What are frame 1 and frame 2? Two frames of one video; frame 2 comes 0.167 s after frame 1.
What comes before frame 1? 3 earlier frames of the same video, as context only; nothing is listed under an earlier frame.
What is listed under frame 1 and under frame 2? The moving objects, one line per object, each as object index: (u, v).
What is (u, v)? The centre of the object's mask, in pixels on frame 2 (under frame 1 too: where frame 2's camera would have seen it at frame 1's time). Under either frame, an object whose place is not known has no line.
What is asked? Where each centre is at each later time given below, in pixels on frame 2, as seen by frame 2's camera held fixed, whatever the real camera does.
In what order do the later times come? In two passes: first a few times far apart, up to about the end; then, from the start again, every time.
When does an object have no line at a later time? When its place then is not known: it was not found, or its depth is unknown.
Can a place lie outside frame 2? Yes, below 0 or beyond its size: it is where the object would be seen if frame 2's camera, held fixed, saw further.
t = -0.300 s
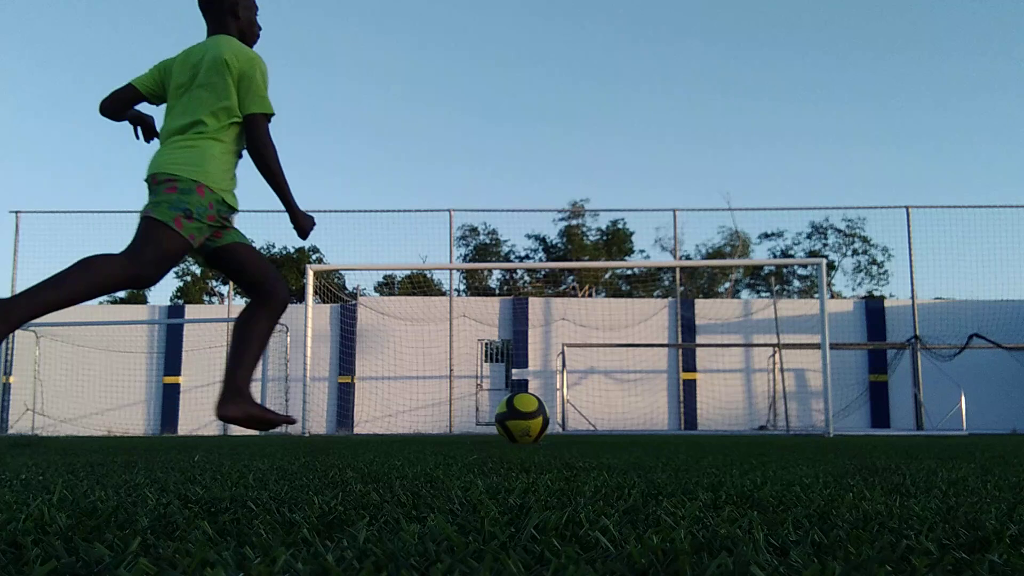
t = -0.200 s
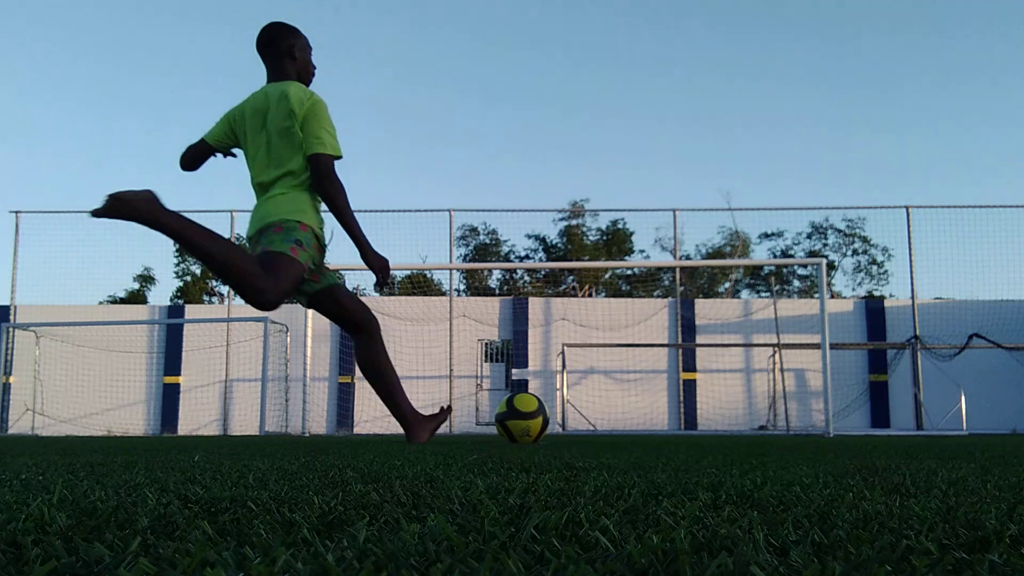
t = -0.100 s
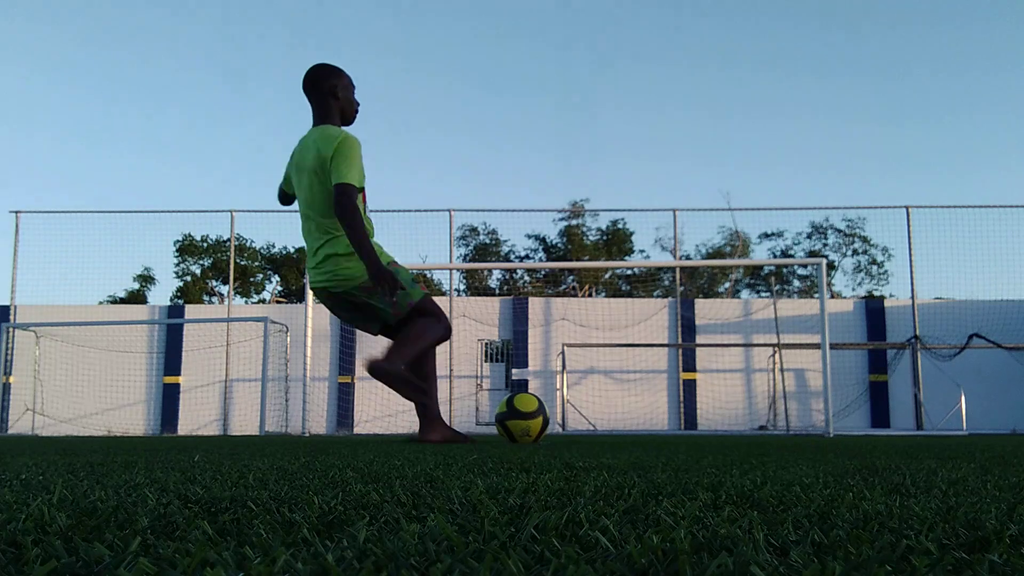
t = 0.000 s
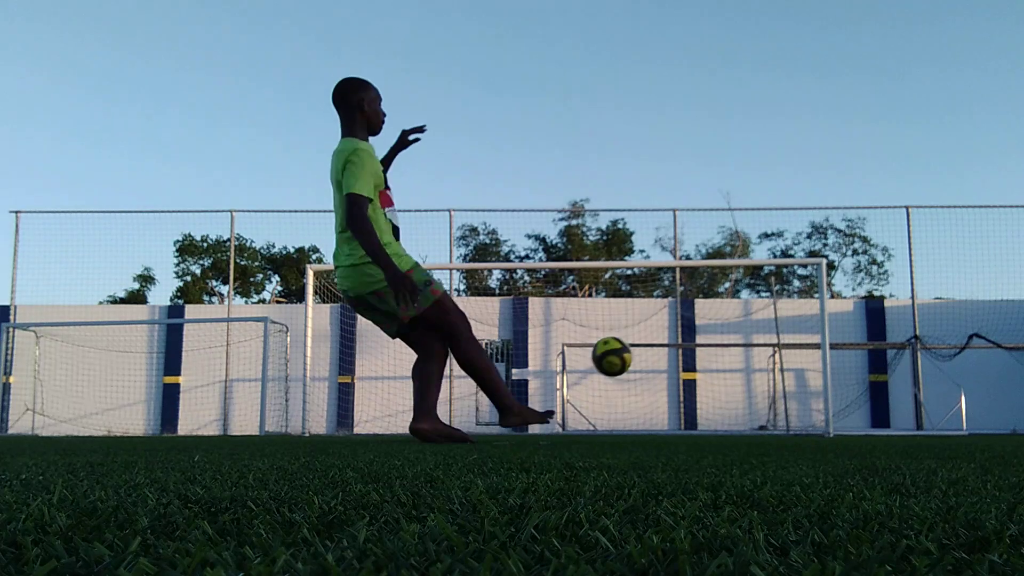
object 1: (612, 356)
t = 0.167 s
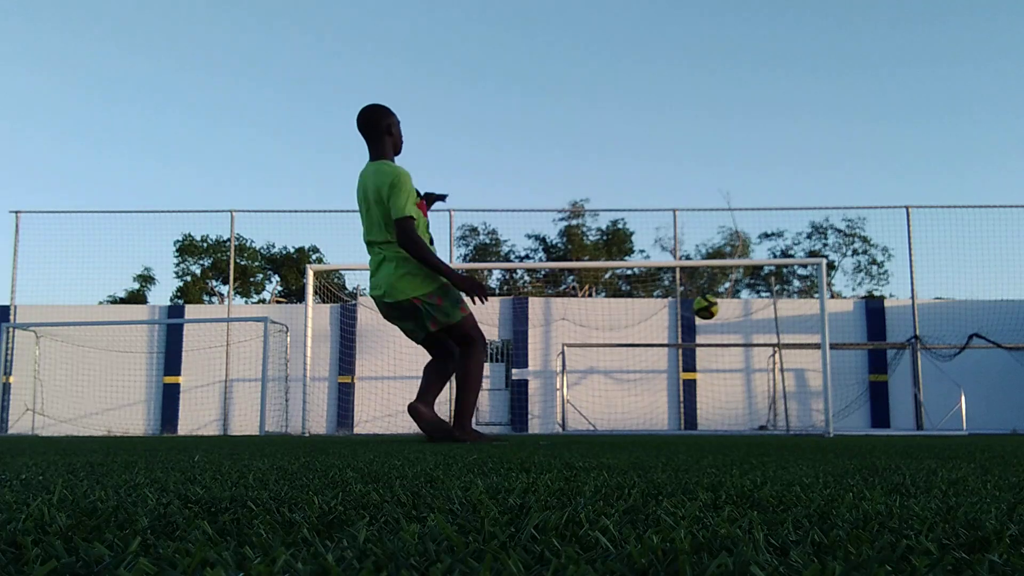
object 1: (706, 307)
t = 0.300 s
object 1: (736, 305)
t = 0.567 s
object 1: (758, 342)
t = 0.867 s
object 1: (762, 367)
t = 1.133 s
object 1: (744, 409)
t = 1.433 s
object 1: (734, 408)
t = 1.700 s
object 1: (730, 421)
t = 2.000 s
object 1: (718, 423)
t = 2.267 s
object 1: (706, 429)
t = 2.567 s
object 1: (694, 429)
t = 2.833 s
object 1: (682, 429)
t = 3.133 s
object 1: (669, 428)
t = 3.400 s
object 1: (659, 429)
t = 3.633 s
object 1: (649, 429)
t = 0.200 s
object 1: (715, 305)
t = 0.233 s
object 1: (723, 303)
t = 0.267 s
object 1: (730, 303)
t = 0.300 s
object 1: (736, 305)
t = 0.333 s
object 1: (741, 307)
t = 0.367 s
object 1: (744, 310)
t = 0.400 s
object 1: (748, 314)
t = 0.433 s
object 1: (751, 319)
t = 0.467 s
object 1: (753, 325)
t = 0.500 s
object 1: (755, 330)
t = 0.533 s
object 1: (757, 337)
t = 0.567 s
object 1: (758, 342)
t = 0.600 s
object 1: (759, 349)
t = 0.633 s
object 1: (760, 355)
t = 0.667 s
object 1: (760, 361)
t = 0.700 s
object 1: (762, 365)
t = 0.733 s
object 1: (765, 364)
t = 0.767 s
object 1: (766, 363)
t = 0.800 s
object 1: (765, 363)
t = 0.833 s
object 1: (763, 365)
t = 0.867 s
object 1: (762, 367)
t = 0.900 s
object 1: (759, 369)
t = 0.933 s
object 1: (757, 373)
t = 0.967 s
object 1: (755, 377)
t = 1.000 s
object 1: (753, 382)
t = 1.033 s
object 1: (750, 388)
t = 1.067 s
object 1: (748, 394)
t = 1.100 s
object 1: (746, 401)
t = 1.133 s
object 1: (744, 409)
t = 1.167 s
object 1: (742, 418)
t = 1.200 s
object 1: (739, 428)
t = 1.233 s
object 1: (739, 428)
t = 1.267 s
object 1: (738, 422)
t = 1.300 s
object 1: (737, 418)
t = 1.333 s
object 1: (736, 414)
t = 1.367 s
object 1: (735, 412)
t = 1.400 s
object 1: (735, 410)
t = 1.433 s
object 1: (734, 408)
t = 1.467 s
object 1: (734, 407)
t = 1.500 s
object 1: (733, 407)
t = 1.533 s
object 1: (733, 407)
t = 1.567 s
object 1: (732, 409)
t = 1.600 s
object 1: (731, 411)
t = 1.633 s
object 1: (731, 414)
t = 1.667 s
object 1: (730, 417)
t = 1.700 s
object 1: (730, 421)
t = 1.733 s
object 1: (729, 427)
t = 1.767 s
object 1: (728, 429)
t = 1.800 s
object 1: (727, 426)
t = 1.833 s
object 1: (726, 424)
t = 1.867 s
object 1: (724, 422)
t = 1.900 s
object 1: (723, 421)
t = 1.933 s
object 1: (722, 421)
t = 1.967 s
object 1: (720, 421)
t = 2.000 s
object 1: (718, 423)
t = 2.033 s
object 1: (717, 425)
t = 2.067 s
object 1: (716, 428)
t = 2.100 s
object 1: (714, 429)
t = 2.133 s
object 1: (713, 427)
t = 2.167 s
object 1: (711, 427)
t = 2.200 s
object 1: (710, 427)
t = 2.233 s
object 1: (708, 428)
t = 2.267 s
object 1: (706, 429)
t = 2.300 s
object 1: (705, 429)
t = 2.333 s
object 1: (704, 428)
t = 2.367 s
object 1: (702, 428)
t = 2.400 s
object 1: (702, 429)
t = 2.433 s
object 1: (700, 429)
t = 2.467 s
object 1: (698, 429)
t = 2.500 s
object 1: (697, 429)
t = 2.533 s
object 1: (696, 429)
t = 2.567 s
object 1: (694, 429)
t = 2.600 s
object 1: (693, 429)
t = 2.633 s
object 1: (692, 429)
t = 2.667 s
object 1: (690, 429)
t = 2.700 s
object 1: (689, 429)
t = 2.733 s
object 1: (688, 429)
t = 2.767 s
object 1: (685, 429)
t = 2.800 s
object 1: (684, 429)
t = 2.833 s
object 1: (682, 429)
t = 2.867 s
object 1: (681, 429)
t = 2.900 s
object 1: (680, 429)
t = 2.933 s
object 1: (679, 429)
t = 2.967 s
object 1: (677, 429)
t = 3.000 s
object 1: (676, 429)
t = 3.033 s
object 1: (674, 429)
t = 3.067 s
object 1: (672, 429)
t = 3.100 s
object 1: (671, 429)
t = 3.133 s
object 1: (669, 428)
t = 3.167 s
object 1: (668, 429)
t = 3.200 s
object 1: (667, 429)
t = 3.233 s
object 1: (665, 429)
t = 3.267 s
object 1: (664, 429)
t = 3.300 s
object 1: (663, 428)
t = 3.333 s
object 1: (661, 428)
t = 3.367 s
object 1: (660, 429)
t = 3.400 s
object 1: (659, 429)
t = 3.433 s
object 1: (657, 429)
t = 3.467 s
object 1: (656, 428)
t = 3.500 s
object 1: (654, 428)
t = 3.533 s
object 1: (653, 429)
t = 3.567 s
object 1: (652, 428)
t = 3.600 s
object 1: (650, 428)
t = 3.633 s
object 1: (649, 429)
